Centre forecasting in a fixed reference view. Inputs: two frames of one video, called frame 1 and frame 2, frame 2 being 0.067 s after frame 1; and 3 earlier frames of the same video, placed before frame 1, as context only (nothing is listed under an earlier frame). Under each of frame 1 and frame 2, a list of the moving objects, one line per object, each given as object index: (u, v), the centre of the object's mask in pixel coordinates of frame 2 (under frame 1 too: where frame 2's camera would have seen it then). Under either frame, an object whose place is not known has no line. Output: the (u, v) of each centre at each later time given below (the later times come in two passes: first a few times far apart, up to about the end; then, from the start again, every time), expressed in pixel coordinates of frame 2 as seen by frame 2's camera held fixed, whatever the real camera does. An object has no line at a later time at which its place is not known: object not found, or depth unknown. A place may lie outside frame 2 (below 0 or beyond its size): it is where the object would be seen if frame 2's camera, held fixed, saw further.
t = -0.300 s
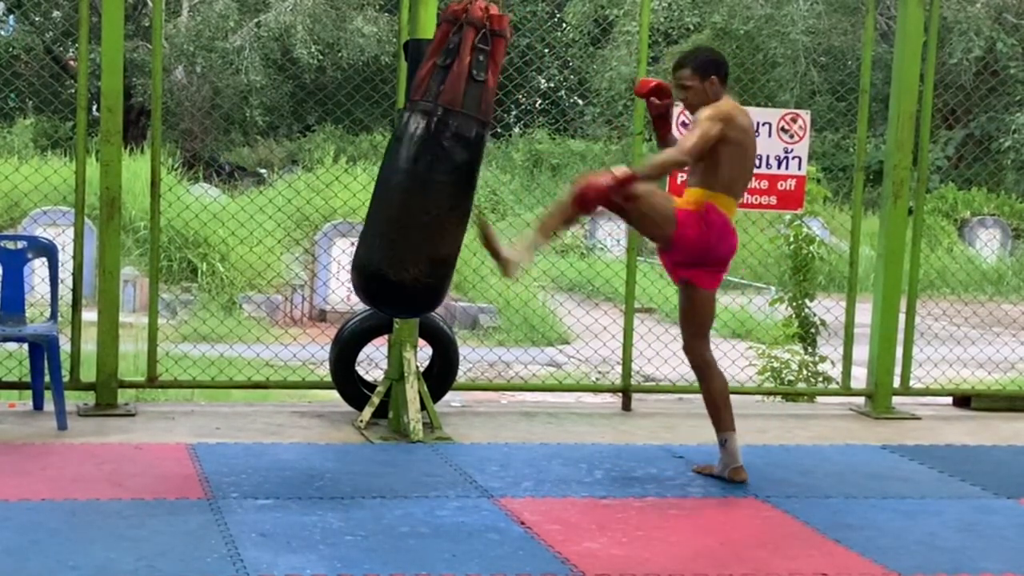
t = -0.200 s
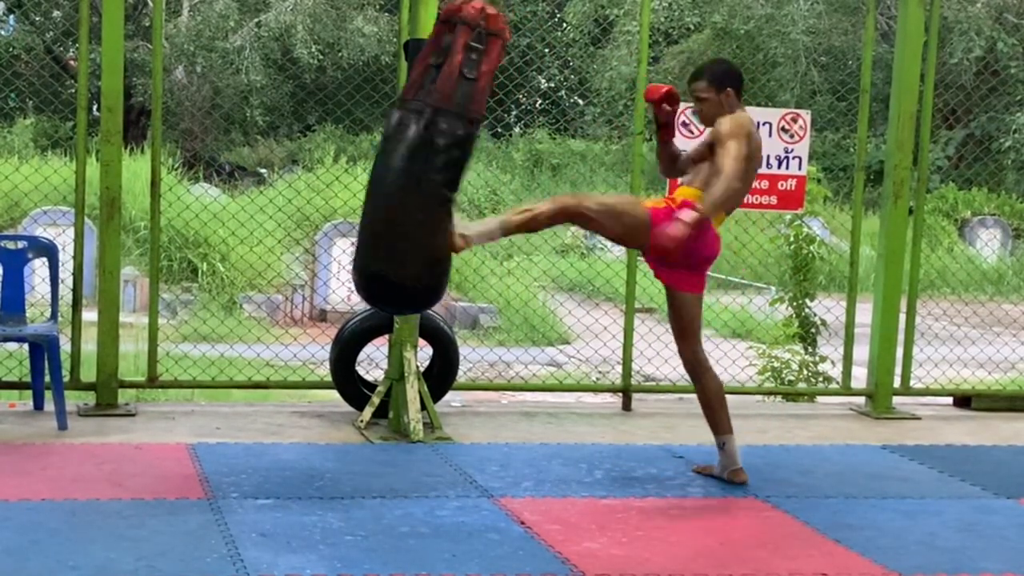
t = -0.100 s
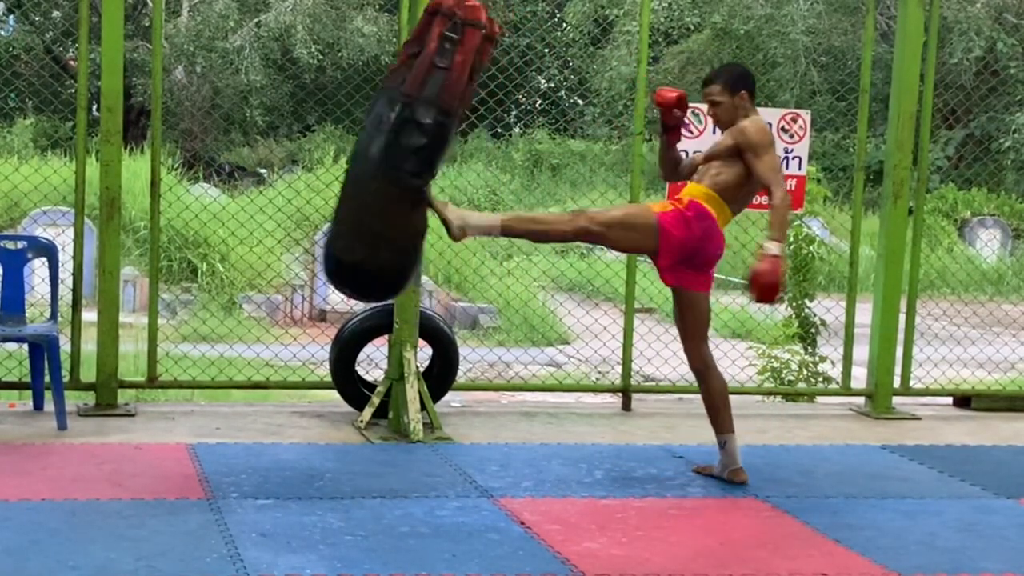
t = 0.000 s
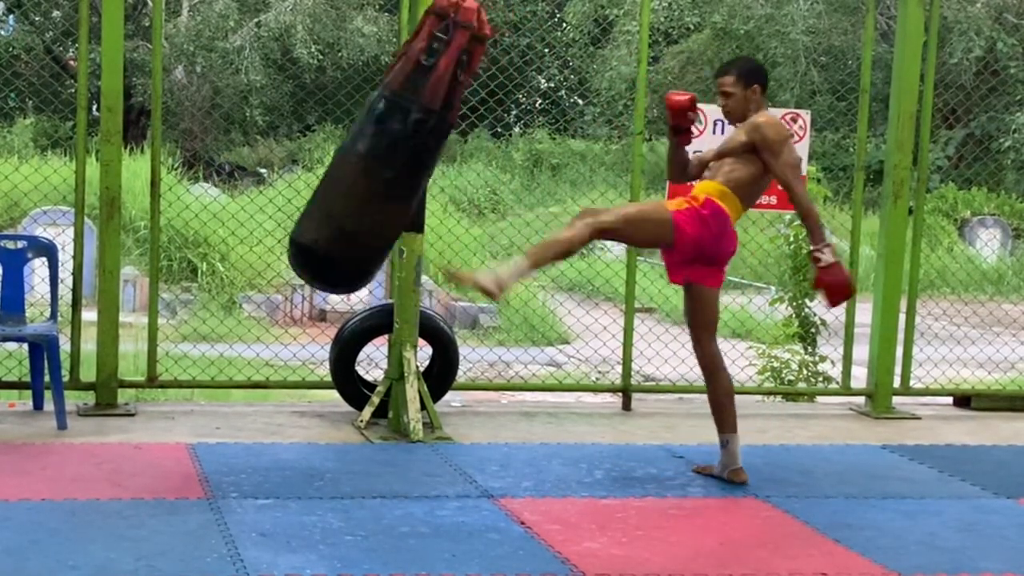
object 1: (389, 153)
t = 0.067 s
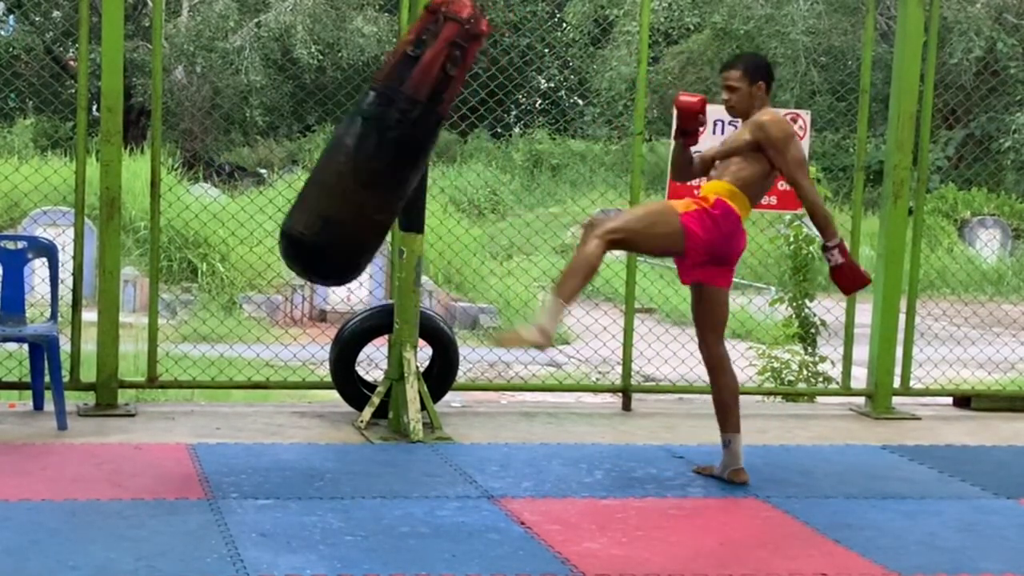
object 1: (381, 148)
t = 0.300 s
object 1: (383, 146)
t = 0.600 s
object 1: (447, 164)
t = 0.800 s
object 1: (513, 170)
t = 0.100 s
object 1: (378, 148)
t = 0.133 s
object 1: (375, 147)
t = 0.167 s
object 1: (375, 145)
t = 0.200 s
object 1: (376, 144)
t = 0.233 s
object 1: (378, 144)
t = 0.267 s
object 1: (380, 145)
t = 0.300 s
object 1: (383, 146)
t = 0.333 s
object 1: (387, 147)
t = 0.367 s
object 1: (391, 149)
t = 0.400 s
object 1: (397, 152)
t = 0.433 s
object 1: (403, 155)
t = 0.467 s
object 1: (411, 157)
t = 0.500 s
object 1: (418, 159)
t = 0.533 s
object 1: (427, 161)
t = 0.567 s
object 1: (437, 163)
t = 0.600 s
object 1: (447, 164)
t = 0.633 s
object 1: (457, 166)
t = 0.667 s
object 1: (469, 168)
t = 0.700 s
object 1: (480, 169)
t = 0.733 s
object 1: (490, 170)
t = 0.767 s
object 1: (502, 170)
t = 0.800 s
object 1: (513, 170)
